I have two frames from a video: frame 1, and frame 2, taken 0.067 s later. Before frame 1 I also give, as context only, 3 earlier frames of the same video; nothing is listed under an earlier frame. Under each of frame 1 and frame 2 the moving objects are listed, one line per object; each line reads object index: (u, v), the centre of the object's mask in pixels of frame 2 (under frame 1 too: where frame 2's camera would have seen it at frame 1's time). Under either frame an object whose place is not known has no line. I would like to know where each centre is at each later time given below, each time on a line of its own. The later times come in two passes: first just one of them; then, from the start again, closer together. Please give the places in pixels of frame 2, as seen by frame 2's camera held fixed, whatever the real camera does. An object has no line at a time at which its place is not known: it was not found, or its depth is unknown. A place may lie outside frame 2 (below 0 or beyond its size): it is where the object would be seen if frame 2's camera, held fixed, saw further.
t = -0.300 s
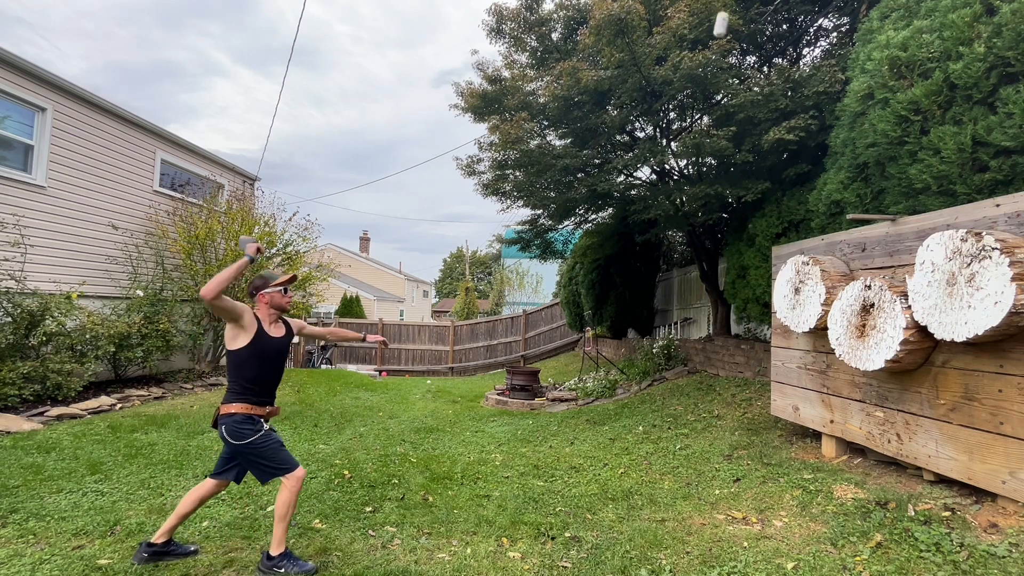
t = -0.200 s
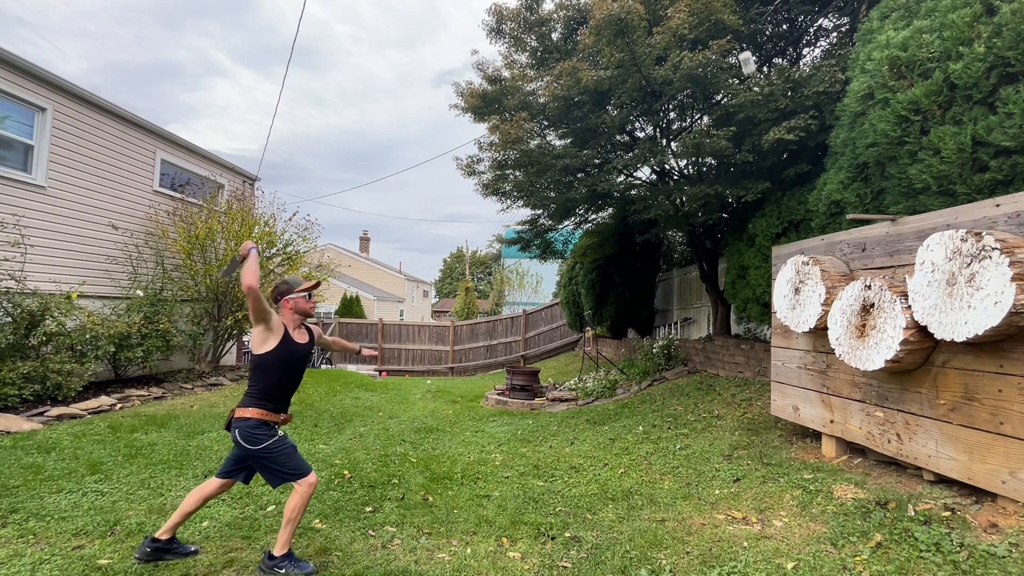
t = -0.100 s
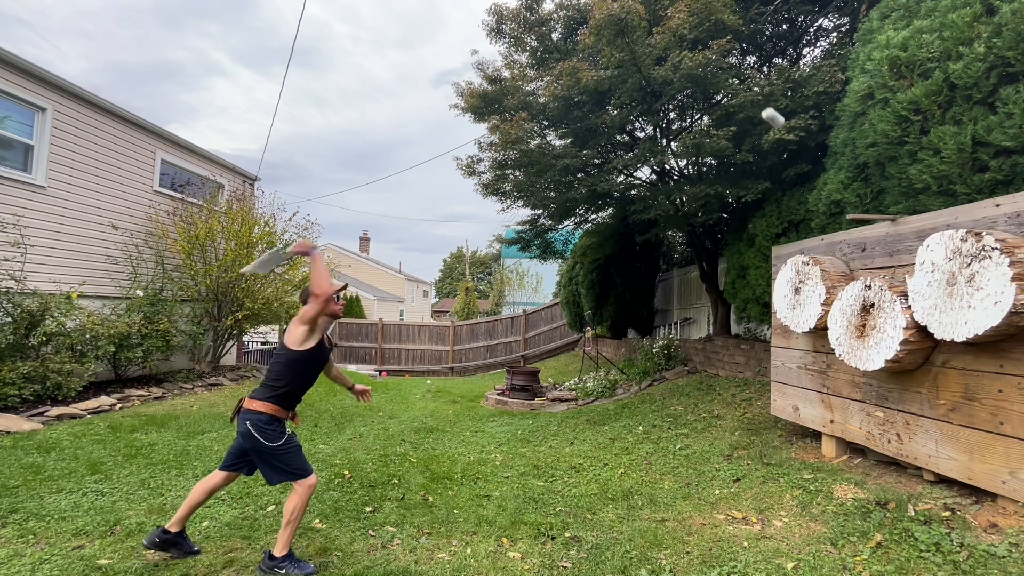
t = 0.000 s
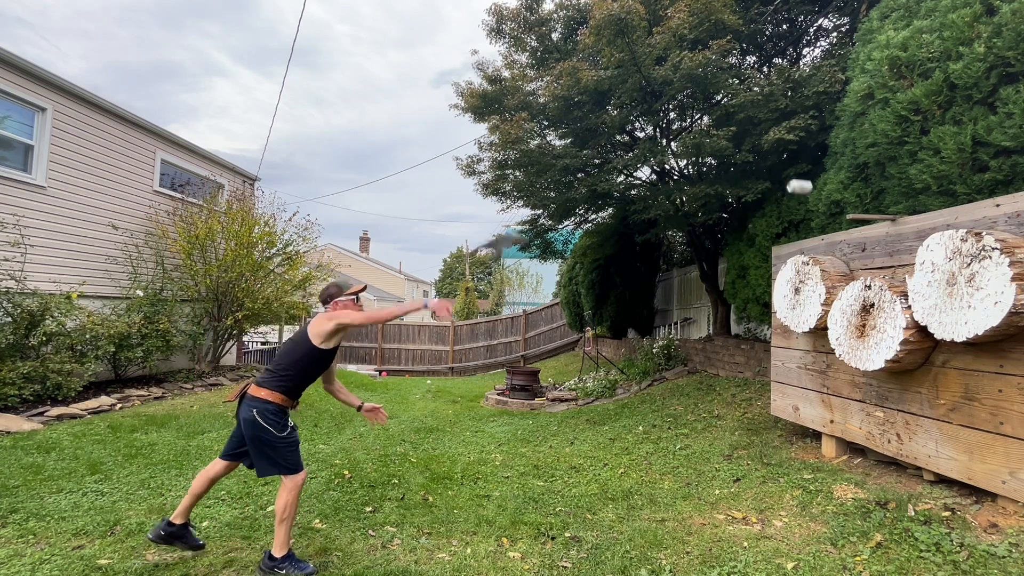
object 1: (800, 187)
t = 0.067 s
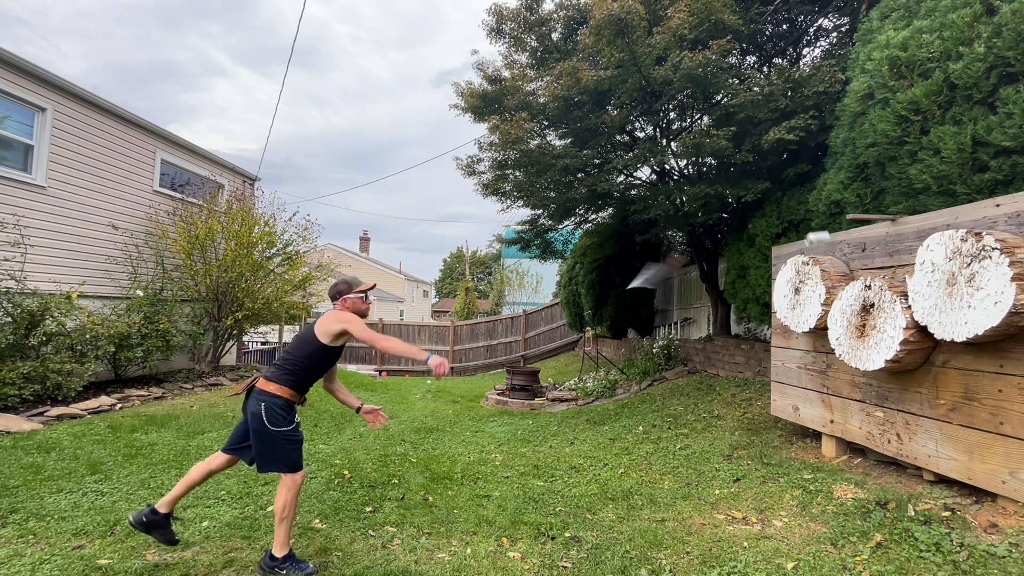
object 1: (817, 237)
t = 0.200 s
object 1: (854, 316)
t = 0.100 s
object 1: (827, 265)
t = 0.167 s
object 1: (854, 316)
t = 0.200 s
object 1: (854, 316)
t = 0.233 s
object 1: (854, 316)
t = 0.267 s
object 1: (854, 316)
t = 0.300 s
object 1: (854, 316)
